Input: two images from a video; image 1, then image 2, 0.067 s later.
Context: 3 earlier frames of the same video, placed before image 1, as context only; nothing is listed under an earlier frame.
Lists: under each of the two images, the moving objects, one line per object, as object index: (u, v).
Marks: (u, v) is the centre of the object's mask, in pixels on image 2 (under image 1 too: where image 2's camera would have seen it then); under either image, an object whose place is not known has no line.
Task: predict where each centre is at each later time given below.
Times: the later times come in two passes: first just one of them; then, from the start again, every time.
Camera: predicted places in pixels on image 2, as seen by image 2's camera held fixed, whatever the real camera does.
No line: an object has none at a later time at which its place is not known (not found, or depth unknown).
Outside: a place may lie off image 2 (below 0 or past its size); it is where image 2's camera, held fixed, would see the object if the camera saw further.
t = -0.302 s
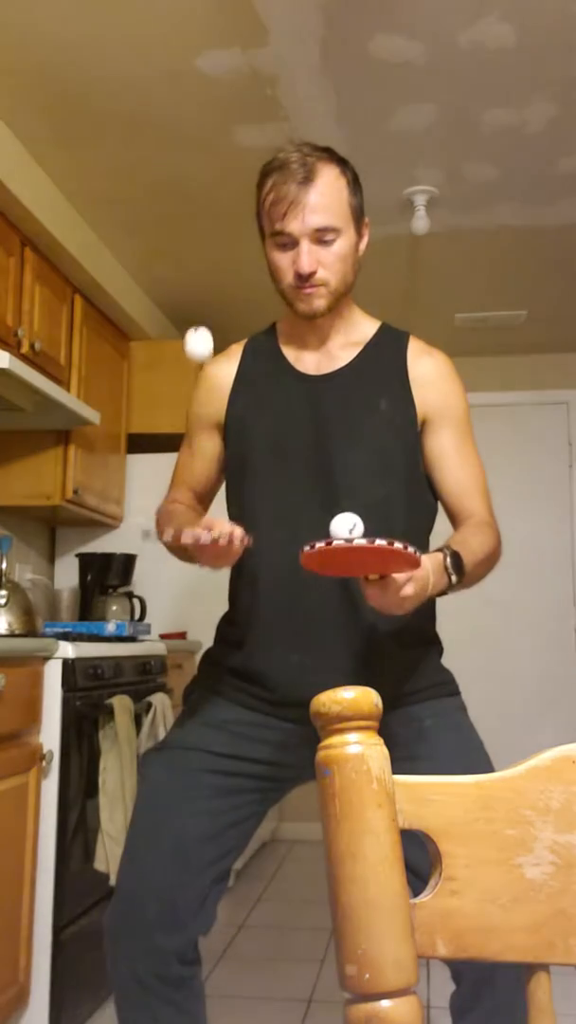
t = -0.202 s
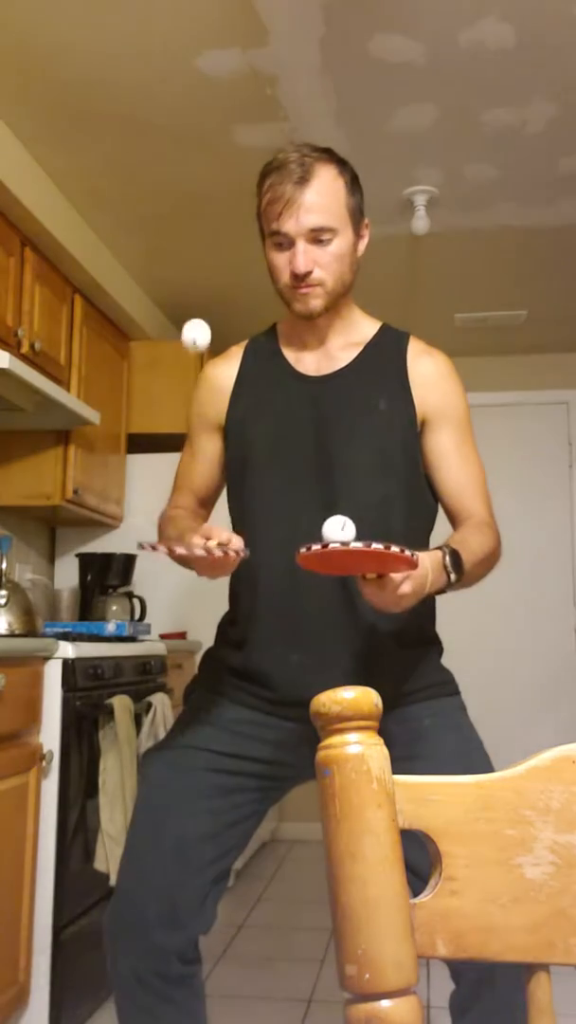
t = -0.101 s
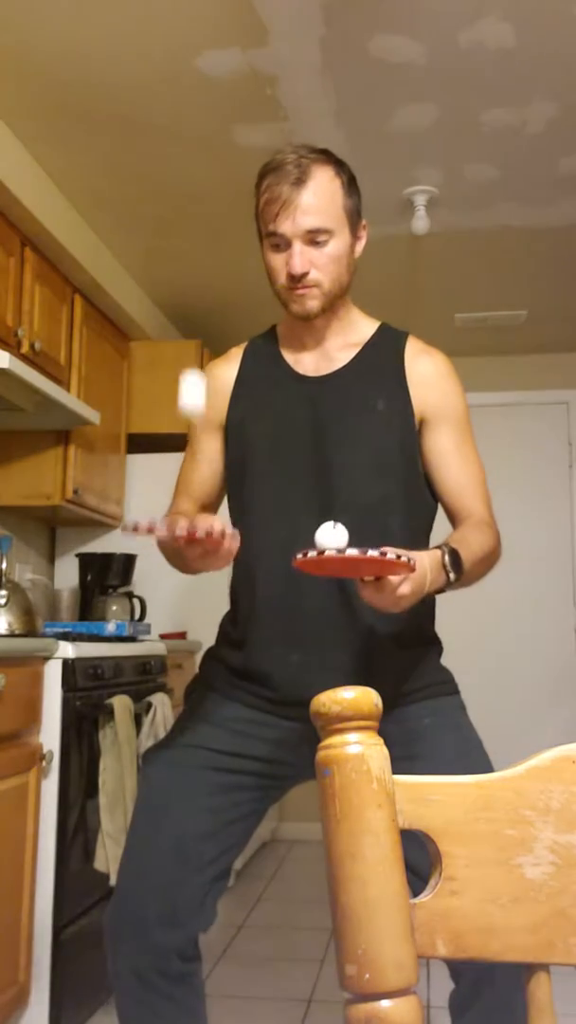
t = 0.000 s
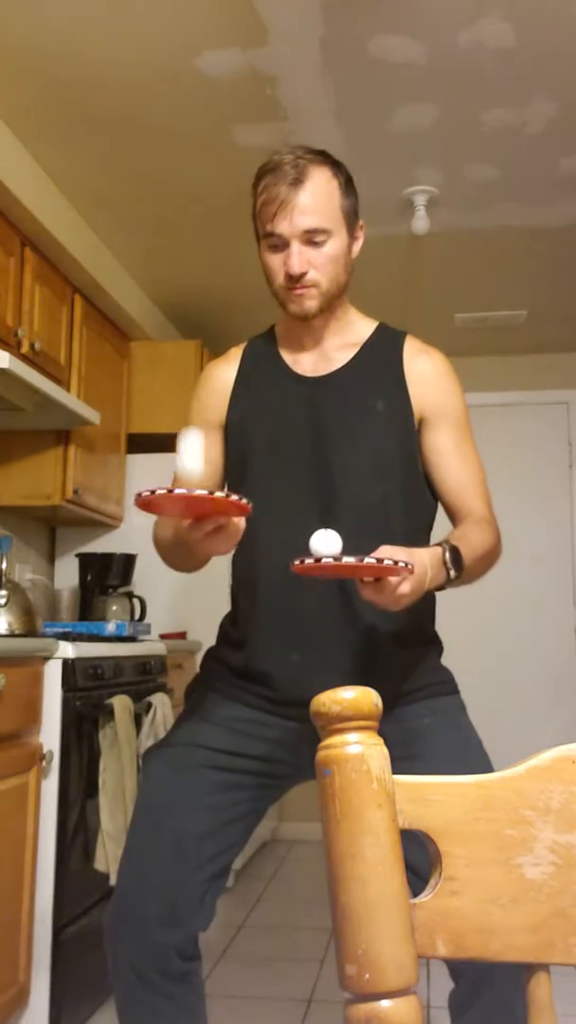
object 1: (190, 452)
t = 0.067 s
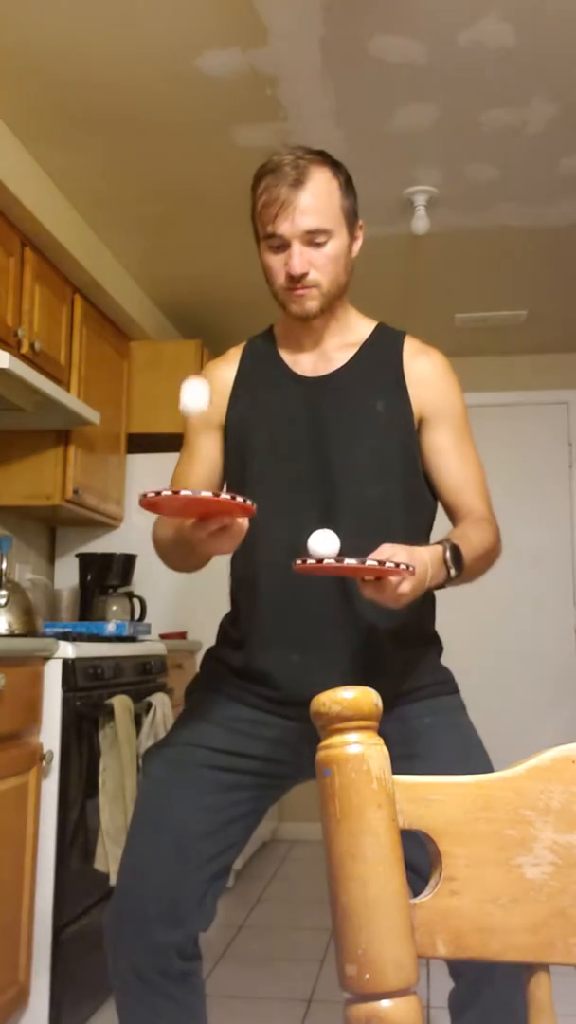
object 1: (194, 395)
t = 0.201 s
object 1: (200, 377)
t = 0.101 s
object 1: (196, 380)
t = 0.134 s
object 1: (197, 372)
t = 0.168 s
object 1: (198, 371)
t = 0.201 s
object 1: (200, 377)
